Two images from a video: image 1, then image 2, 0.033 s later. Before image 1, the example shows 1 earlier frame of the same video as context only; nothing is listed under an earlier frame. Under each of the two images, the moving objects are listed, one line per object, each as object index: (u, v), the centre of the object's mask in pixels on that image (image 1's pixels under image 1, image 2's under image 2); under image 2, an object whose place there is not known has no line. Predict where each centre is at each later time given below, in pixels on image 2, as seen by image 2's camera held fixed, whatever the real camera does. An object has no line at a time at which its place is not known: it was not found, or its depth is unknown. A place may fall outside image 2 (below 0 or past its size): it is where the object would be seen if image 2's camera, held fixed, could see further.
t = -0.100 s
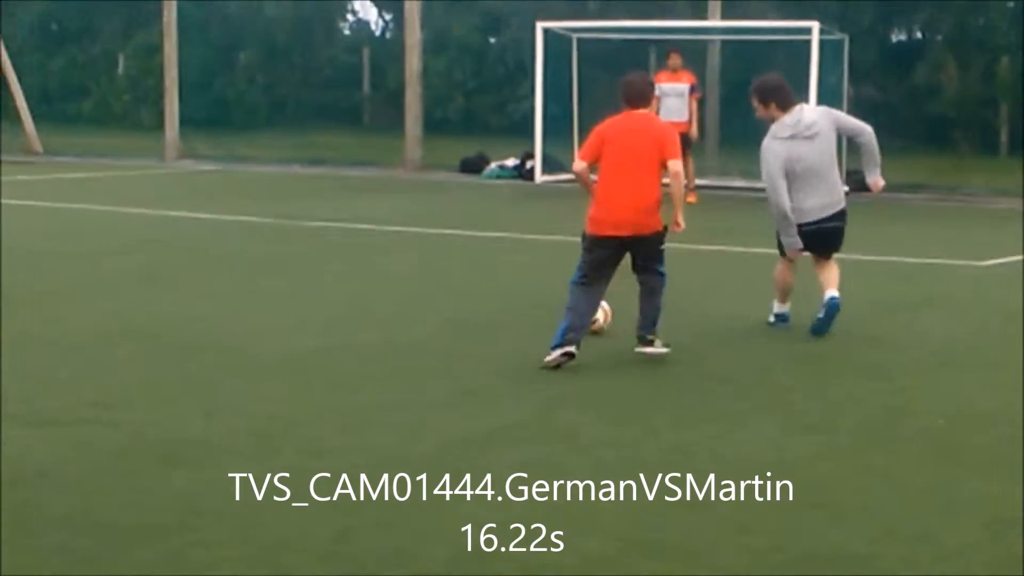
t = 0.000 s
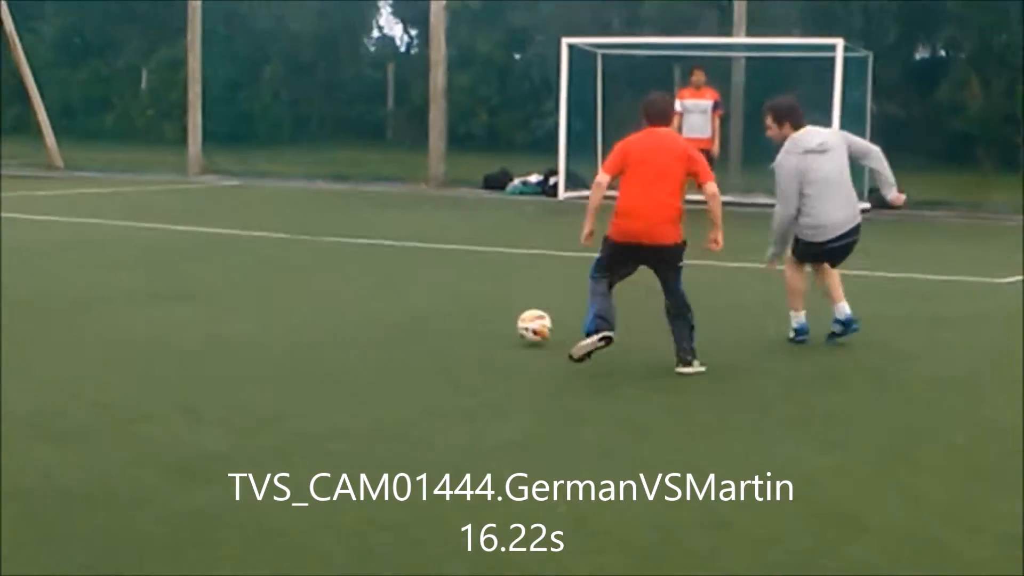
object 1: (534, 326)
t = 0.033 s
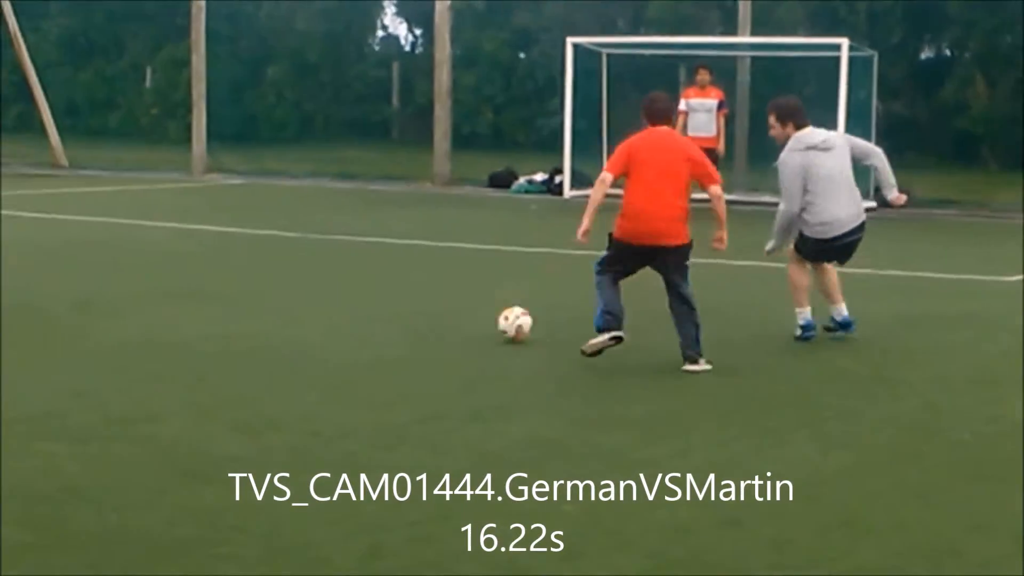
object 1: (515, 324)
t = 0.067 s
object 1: (493, 325)
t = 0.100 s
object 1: (471, 324)
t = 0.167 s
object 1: (430, 325)
